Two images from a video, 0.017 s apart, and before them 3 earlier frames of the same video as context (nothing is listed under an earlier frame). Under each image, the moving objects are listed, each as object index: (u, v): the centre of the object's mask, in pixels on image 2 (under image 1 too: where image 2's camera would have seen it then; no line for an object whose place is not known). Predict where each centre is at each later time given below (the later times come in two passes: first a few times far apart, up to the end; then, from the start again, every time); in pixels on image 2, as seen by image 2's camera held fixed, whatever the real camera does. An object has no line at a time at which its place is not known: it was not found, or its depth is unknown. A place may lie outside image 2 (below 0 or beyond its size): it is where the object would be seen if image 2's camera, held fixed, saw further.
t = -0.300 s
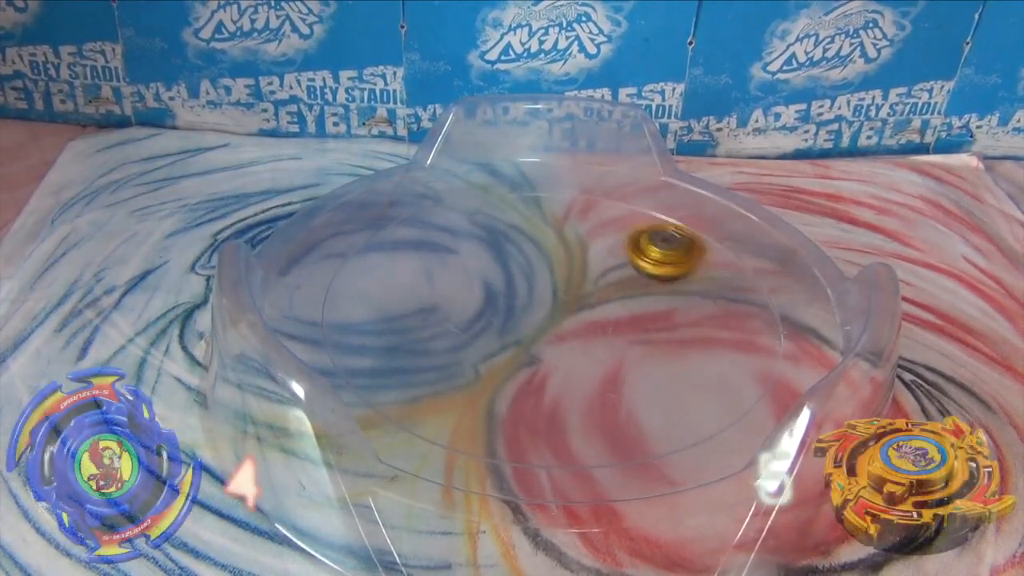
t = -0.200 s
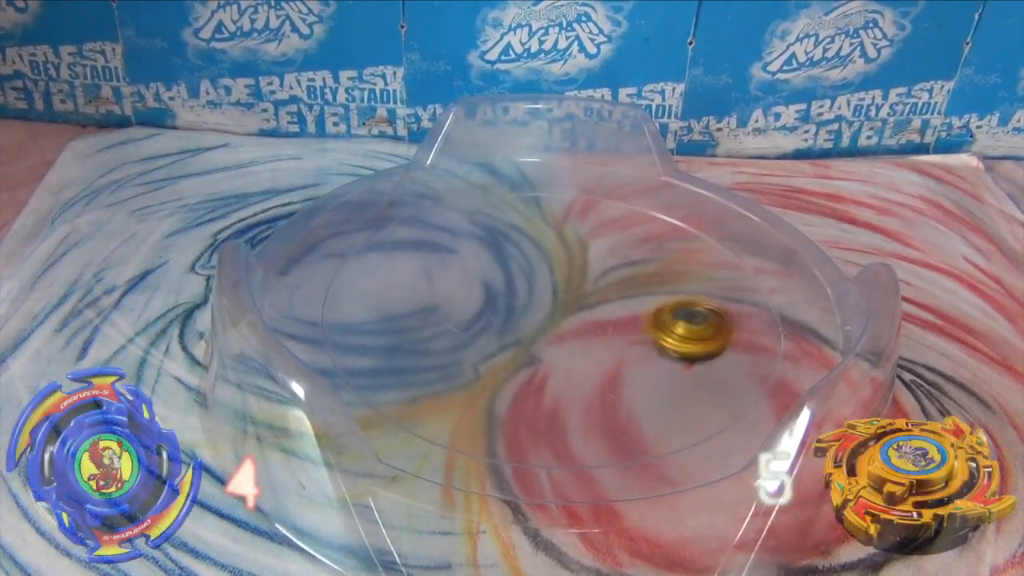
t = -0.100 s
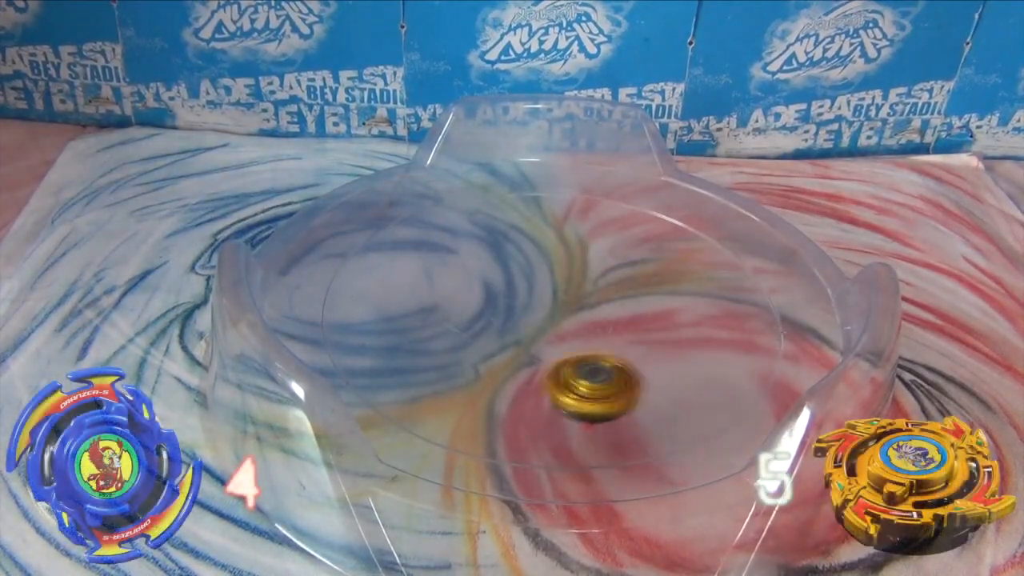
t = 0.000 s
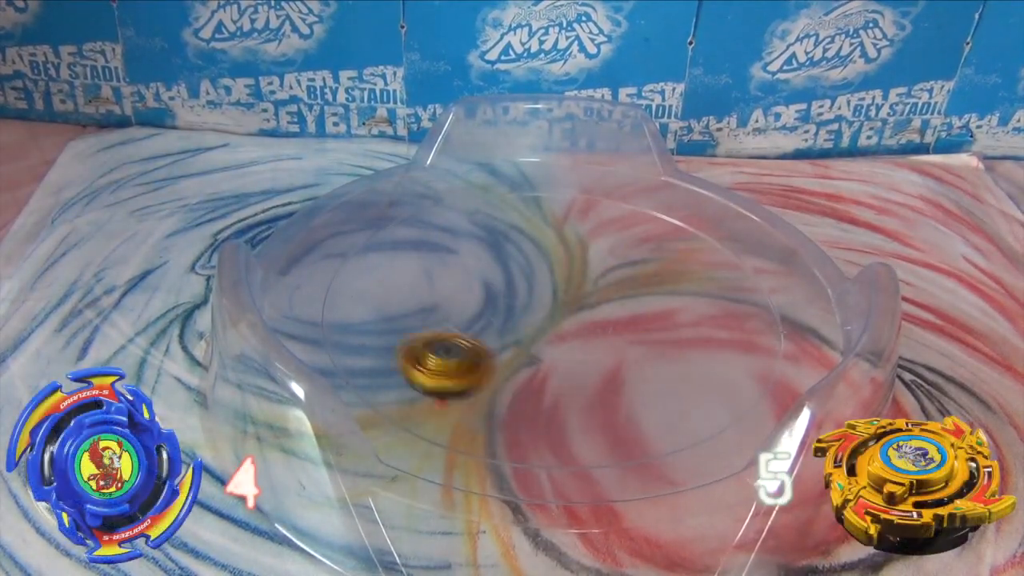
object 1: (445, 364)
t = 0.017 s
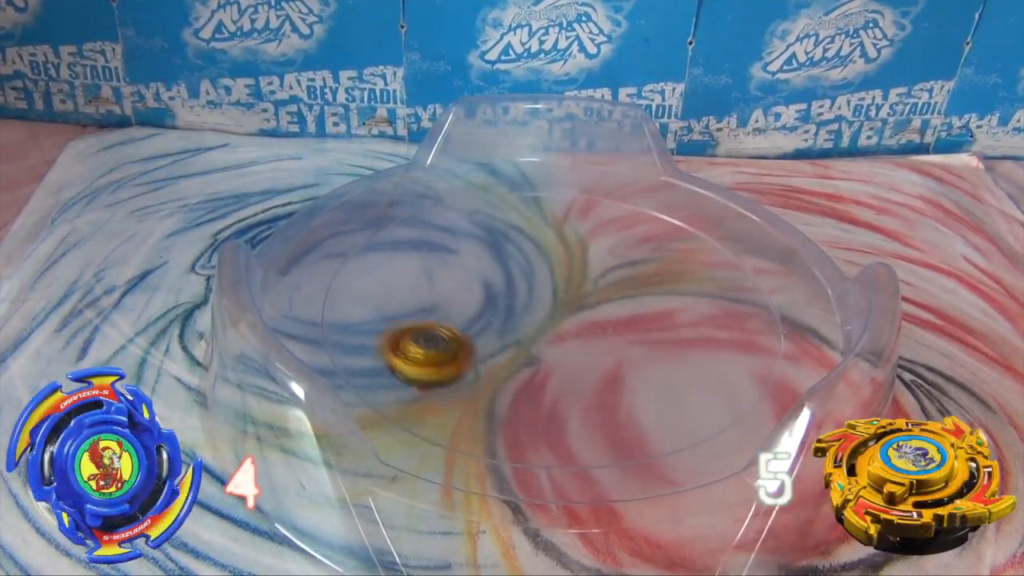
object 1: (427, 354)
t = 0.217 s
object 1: (471, 223)
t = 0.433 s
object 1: (711, 256)
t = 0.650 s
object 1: (631, 390)
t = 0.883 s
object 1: (443, 269)
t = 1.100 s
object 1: (629, 193)
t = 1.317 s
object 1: (737, 304)
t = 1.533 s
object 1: (492, 335)
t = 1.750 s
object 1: (481, 199)
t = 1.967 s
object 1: (661, 223)
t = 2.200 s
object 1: (557, 353)
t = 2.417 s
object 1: (415, 256)
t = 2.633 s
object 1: (591, 237)
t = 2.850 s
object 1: (623, 357)
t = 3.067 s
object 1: (446, 316)
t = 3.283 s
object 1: (579, 249)
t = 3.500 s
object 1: (682, 328)
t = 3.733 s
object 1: (510, 313)
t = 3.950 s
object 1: (590, 229)
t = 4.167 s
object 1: (664, 292)
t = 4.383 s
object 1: (514, 301)
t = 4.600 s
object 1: (543, 233)
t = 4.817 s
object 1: (613, 289)
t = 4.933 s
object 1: (570, 325)
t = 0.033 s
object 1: (413, 341)
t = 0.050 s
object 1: (401, 329)
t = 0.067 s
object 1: (395, 317)
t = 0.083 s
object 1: (392, 303)
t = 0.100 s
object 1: (392, 290)
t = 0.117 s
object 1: (397, 277)
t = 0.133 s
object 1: (403, 265)
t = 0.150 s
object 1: (413, 255)
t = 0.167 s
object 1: (424, 244)
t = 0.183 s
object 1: (438, 236)
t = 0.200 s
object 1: (454, 229)
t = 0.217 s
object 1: (471, 223)
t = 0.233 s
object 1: (490, 217)
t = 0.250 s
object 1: (509, 214)
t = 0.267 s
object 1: (529, 212)
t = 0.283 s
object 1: (549, 211)
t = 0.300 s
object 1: (569, 211)
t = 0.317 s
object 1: (588, 212)
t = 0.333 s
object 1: (608, 214)
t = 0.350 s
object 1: (629, 219)
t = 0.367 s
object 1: (648, 225)
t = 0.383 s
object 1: (666, 231)
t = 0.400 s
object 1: (682, 238)
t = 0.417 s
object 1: (697, 247)
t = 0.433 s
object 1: (711, 256)
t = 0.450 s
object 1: (722, 267)
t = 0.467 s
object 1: (733, 278)
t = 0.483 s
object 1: (739, 291)
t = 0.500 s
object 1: (744, 303)
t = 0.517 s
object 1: (746, 317)
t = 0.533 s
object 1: (743, 329)
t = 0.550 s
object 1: (737, 341)
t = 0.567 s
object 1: (726, 353)
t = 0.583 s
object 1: (713, 363)
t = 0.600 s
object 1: (696, 372)
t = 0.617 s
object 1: (677, 380)
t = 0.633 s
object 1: (655, 386)
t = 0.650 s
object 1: (631, 390)
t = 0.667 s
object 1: (605, 391)
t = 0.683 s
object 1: (578, 390)
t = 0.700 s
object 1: (552, 387)
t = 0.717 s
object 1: (530, 382)
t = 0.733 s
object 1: (507, 375)
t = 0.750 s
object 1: (488, 366)
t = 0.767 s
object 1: (472, 356)
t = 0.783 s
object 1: (459, 344)
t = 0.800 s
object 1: (450, 331)
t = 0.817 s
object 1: (444, 319)
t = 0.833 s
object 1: (439, 307)
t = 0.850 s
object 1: (437, 294)
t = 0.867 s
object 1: (439, 281)
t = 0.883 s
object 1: (443, 269)
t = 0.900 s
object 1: (450, 257)
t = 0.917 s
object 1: (458, 247)
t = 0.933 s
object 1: (468, 237)
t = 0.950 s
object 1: (479, 228)
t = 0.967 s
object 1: (494, 220)
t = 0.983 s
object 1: (508, 212)
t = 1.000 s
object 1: (524, 206)
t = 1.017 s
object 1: (540, 201)
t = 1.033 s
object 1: (558, 197)
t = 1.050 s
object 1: (576, 194)
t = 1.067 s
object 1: (594, 192)
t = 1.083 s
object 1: (612, 193)
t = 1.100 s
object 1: (629, 193)
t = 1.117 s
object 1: (647, 196)
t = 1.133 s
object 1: (664, 199)
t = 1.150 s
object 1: (681, 204)
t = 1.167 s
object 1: (697, 209)
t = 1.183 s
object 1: (710, 216)
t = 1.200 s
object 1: (723, 225)
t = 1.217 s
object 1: (733, 235)
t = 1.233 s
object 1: (741, 246)
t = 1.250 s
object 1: (746, 257)
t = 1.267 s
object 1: (747, 267)
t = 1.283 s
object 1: (747, 279)
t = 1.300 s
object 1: (744, 292)
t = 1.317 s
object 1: (737, 304)
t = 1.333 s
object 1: (728, 316)
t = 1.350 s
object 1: (715, 327)
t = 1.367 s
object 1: (698, 338)
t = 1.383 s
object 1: (680, 346)
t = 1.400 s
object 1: (660, 352)
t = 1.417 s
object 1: (638, 358)
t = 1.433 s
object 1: (614, 361)
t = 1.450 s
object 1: (590, 361)
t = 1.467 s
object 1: (568, 359)
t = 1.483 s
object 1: (547, 356)
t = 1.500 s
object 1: (525, 351)
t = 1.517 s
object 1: (506, 344)
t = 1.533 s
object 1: (492, 335)
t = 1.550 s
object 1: (477, 326)
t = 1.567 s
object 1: (464, 316)
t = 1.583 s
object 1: (453, 304)
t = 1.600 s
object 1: (445, 292)
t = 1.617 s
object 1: (440, 279)
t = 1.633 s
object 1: (437, 268)
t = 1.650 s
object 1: (437, 257)
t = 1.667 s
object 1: (440, 245)
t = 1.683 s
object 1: (445, 235)
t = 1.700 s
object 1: (451, 225)
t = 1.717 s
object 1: (459, 216)
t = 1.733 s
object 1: (470, 206)
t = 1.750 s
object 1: (481, 199)
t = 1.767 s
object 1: (494, 193)
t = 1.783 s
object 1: (508, 188)
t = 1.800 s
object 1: (523, 184)
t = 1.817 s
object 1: (538, 182)
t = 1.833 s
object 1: (553, 180)
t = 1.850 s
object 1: (569, 181)
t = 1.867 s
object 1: (584, 182)
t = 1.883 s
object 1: (599, 186)
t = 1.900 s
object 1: (613, 191)
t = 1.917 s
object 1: (626, 198)
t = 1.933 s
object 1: (639, 205)
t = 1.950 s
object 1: (651, 214)
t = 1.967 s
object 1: (661, 223)
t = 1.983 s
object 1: (669, 234)
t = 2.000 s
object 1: (676, 245)
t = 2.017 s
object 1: (680, 258)
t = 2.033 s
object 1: (680, 269)
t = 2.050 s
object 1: (678, 281)
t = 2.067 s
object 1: (674, 293)
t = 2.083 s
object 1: (667, 305)
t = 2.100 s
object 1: (657, 316)
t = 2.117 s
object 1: (645, 327)
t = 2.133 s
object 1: (631, 335)
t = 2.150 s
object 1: (615, 344)
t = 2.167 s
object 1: (595, 349)
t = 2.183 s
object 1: (577, 352)
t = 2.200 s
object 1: (557, 353)
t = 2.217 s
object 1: (537, 354)
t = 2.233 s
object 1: (516, 351)
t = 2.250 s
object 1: (498, 347)
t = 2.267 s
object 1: (481, 342)
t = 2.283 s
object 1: (463, 336)
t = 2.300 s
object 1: (447, 327)
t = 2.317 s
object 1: (435, 318)
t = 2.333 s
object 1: (424, 308)
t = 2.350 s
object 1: (416, 298)
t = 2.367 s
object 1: (412, 286)
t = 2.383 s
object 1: (410, 276)
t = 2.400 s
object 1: (411, 266)
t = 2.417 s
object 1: (415, 256)
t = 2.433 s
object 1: (422, 247)
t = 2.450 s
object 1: (430, 239)
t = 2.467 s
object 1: (440, 232)
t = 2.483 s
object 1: (454, 227)
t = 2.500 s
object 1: (468, 223)
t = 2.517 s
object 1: (481, 220)
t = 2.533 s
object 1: (497, 218)
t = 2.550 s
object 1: (514, 218)
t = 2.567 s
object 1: (530, 219)
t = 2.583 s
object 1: (546, 223)
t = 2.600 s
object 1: (562, 226)
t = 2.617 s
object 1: (576, 231)
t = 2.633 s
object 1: (591, 237)
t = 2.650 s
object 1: (605, 245)
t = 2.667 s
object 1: (618, 253)
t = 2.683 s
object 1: (629, 262)
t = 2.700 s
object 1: (638, 270)
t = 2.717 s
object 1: (647, 280)
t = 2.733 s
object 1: (652, 290)
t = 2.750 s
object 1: (655, 300)
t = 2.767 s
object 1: (656, 311)
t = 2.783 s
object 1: (655, 321)
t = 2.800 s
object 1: (650, 331)
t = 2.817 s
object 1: (645, 341)
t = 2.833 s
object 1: (636, 350)
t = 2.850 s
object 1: (623, 357)
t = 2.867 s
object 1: (609, 364)
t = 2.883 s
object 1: (592, 369)
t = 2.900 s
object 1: (575, 371)
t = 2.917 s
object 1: (556, 372)
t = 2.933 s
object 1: (540, 373)
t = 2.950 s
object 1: (520, 370)
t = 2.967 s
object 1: (504, 366)
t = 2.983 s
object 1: (489, 361)
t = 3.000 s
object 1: (475, 353)
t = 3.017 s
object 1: (464, 346)
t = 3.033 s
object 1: (455, 336)
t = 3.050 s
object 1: (449, 326)
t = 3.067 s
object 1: (446, 316)
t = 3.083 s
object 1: (447, 307)
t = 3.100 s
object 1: (448, 297)
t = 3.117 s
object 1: (454, 289)
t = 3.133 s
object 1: (461, 280)
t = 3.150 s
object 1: (470, 273)
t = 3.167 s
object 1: (480, 267)
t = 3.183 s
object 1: (492, 261)
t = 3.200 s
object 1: (504, 257)
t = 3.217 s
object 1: (519, 254)
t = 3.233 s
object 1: (534, 251)
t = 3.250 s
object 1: (549, 249)
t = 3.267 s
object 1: (564, 248)
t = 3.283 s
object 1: (579, 249)
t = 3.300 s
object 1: (594, 250)
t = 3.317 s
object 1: (609, 252)
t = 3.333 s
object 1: (623, 255)
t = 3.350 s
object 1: (635, 259)
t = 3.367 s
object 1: (649, 264)
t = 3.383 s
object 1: (659, 270)
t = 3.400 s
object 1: (669, 277)
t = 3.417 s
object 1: (677, 284)
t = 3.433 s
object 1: (682, 292)
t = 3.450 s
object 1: (686, 300)
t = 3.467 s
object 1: (688, 310)
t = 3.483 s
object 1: (685, 320)
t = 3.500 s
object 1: (682, 328)
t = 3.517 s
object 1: (674, 337)
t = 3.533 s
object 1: (662, 342)
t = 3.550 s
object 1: (651, 348)
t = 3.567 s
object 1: (637, 352)
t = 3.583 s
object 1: (620, 355)
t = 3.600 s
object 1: (604, 357)
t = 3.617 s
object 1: (589, 357)
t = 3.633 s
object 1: (571, 353)
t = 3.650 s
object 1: (557, 350)
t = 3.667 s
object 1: (542, 344)
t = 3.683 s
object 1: (532, 338)
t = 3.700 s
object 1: (522, 330)
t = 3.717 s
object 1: (515, 323)
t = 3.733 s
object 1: (510, 313)
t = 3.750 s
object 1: (506, 306)
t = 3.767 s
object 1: (504, 297)
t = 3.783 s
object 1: (503, 287)
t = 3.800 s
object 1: (505, 278)
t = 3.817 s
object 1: (509, 270)
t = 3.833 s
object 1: (515, 262)
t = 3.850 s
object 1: (523, 255)
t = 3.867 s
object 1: (531, 248)
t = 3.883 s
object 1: (542, 242)
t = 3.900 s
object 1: (552, 238)
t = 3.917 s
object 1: (564, 234)
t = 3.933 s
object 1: (577, 231)
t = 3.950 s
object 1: (590, 229)
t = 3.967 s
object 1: (602, 228)
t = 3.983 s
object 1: (615, 229)
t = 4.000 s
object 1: (625, 231)
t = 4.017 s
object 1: (638, 235)
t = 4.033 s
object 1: (646, 239)
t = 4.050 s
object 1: (654, 243)
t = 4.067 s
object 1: (663, 249)
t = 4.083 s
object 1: (667, 255)
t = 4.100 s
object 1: (673, 261)
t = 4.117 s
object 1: (672, 269)
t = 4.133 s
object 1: (672, 276)
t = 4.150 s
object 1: (670, 285)
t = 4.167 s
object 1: (664, 292)
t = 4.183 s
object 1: (659, 300)
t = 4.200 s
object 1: (648, 305)
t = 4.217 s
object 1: (637, 312)
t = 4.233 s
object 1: (626, 318)
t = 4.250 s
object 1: (611, 320)
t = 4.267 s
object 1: (597, 323)
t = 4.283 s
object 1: (583, 324)
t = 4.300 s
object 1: (570, 323)
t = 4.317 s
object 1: (557, 321)
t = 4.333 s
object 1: (545, 317)
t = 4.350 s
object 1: (533, 313)
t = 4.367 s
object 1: (522, 307)
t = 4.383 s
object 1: (514, 301)
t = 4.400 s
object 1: (506, 295)
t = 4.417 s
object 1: (501, 287)
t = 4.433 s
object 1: (496, 280)
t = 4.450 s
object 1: (495, 273)
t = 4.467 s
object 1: (495, 265)
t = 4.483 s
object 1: (497, 259)
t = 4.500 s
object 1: (500, 252)
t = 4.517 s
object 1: (504, 247)
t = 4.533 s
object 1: (511, 243)
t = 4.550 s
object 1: (516, 239)
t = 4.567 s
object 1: (524, 236)
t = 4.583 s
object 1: (533, 234)
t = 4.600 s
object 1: (543, 233)
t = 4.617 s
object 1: (551, 233)
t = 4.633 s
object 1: (560, 234)
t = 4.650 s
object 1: (568, 235)
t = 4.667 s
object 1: (577, 238)
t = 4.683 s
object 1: (584, 240)
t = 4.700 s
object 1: (590, 244)
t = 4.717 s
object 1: (597, 250)
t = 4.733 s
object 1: (604, 255)
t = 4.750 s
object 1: (607, 262)
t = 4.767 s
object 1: (610, 268)
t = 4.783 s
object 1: (613, 276)
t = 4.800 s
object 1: (614, 281)
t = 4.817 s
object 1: (613, 289)
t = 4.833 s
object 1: (609, 294)
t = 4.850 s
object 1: (606, 301)
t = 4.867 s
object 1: (600, 308)
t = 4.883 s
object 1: (595, 313)
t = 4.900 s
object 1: (587, 318)
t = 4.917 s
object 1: (580, 321)
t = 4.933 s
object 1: (570, 325)
